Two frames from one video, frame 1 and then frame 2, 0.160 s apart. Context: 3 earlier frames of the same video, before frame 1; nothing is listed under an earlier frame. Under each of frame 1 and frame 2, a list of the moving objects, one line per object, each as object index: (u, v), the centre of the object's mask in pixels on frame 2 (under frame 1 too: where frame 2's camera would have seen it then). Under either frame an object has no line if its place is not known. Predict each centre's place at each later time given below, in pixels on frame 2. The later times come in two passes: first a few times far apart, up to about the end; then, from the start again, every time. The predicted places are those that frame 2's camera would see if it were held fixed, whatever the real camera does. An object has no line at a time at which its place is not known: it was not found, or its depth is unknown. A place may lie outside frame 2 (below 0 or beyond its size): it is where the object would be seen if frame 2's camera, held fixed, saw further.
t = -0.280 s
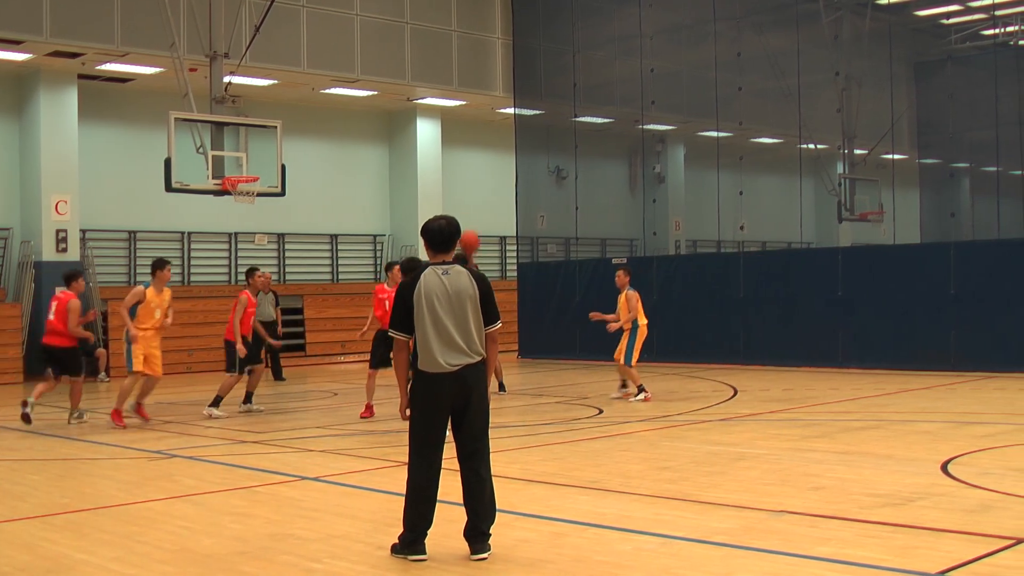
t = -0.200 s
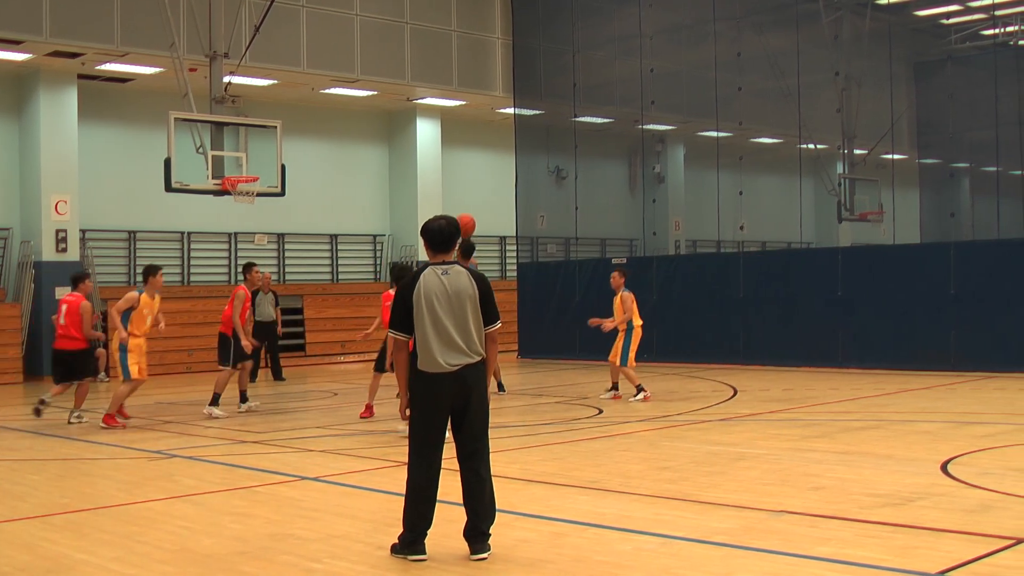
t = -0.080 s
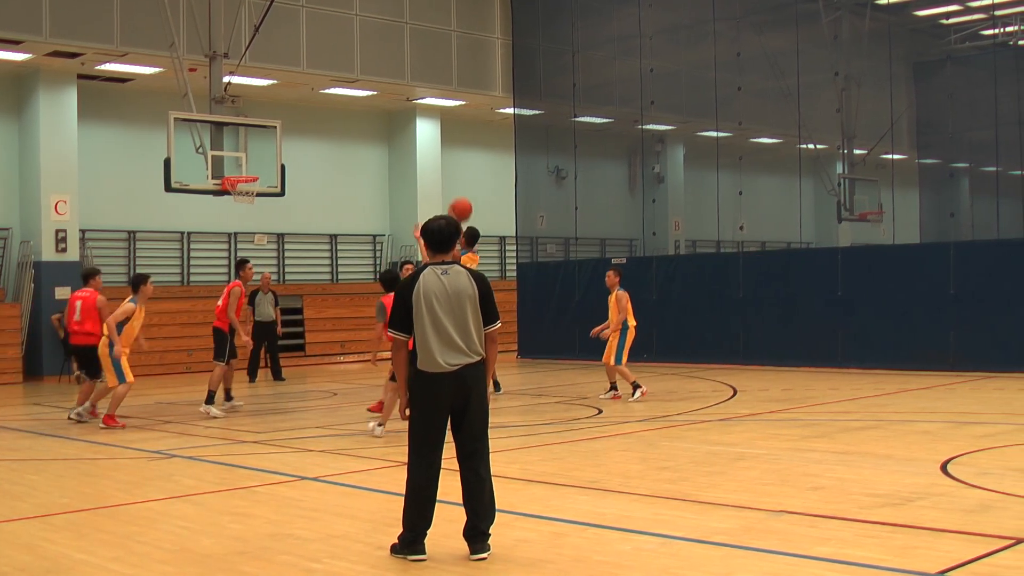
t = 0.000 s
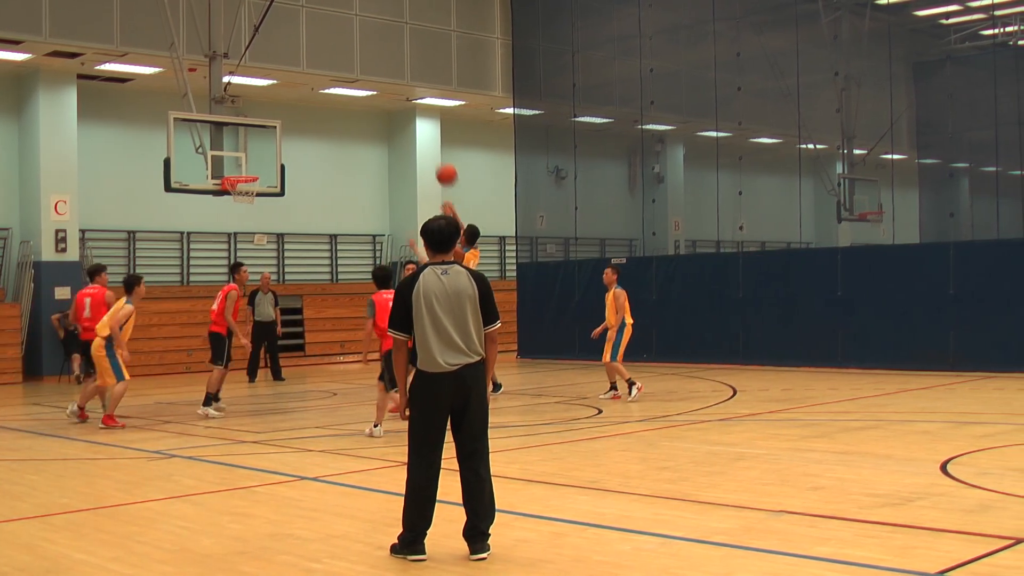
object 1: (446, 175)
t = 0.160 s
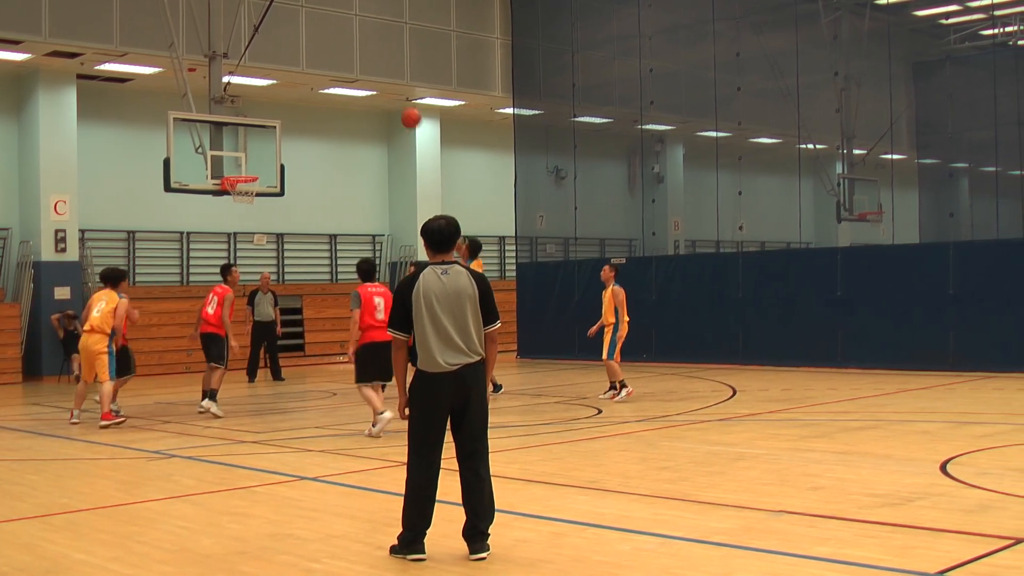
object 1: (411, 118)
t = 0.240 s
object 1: (395, 100)
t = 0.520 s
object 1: (343, 77)
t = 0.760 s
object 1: (303, 104)
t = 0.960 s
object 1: (274, 155)
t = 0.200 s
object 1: (403, 108)
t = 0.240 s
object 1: (395, 100)
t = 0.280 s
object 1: (387, 92)
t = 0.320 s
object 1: (379, 86)
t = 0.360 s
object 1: (372, 82)
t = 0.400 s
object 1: (364, 79)
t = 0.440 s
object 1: (357, 77)
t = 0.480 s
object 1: (350, 77)
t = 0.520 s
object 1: (343, 77)
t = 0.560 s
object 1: (336, 78)
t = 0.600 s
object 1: (329, 81)
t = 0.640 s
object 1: (322, 85)
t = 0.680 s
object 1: (316, 91)
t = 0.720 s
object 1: (310, 97)
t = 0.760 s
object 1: (303, 104)
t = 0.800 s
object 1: (298, 112)
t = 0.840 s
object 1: (291, 121)
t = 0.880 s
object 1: (286, 132)
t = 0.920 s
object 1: (280, 144)
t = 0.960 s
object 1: (274, 155)
